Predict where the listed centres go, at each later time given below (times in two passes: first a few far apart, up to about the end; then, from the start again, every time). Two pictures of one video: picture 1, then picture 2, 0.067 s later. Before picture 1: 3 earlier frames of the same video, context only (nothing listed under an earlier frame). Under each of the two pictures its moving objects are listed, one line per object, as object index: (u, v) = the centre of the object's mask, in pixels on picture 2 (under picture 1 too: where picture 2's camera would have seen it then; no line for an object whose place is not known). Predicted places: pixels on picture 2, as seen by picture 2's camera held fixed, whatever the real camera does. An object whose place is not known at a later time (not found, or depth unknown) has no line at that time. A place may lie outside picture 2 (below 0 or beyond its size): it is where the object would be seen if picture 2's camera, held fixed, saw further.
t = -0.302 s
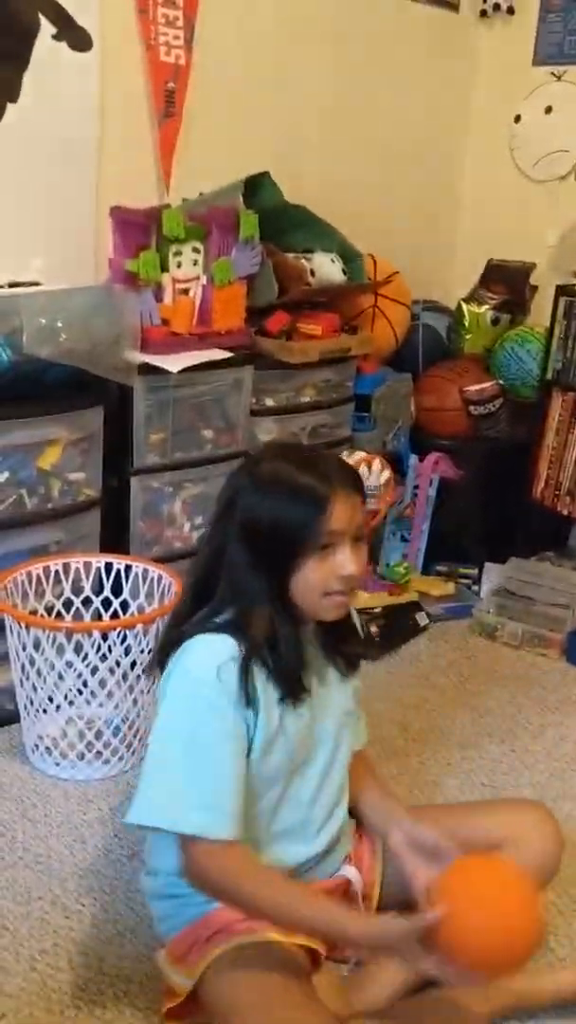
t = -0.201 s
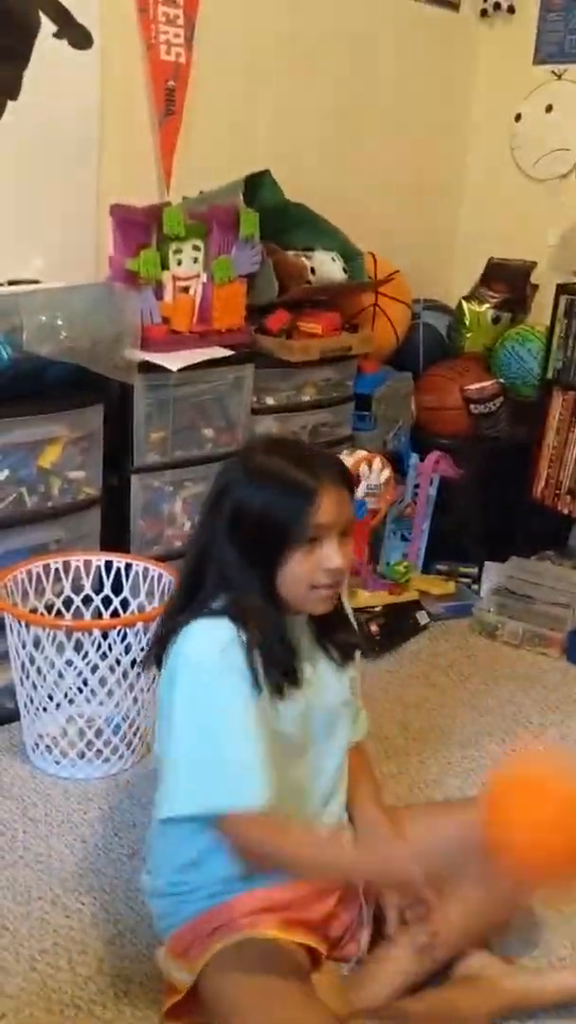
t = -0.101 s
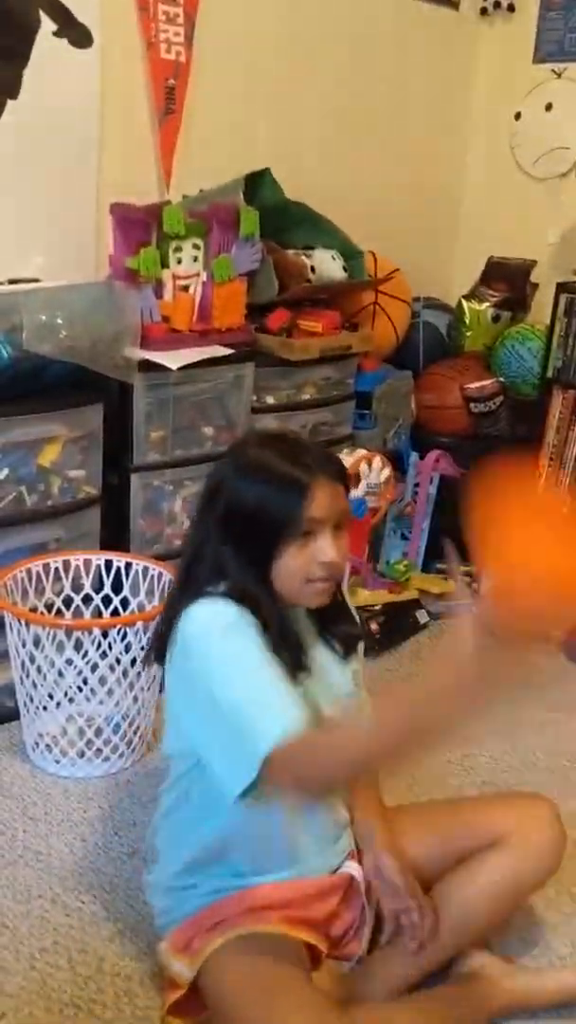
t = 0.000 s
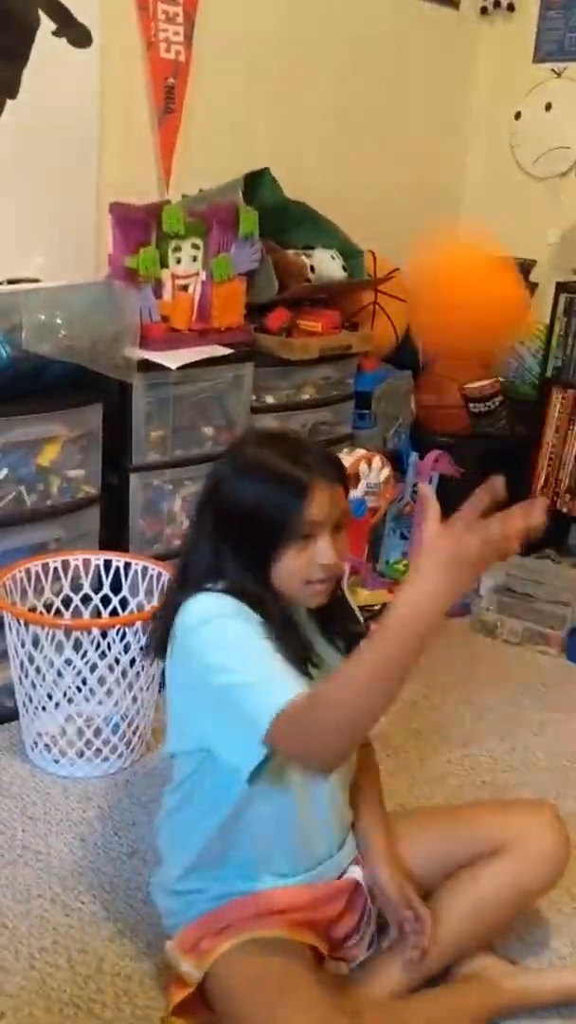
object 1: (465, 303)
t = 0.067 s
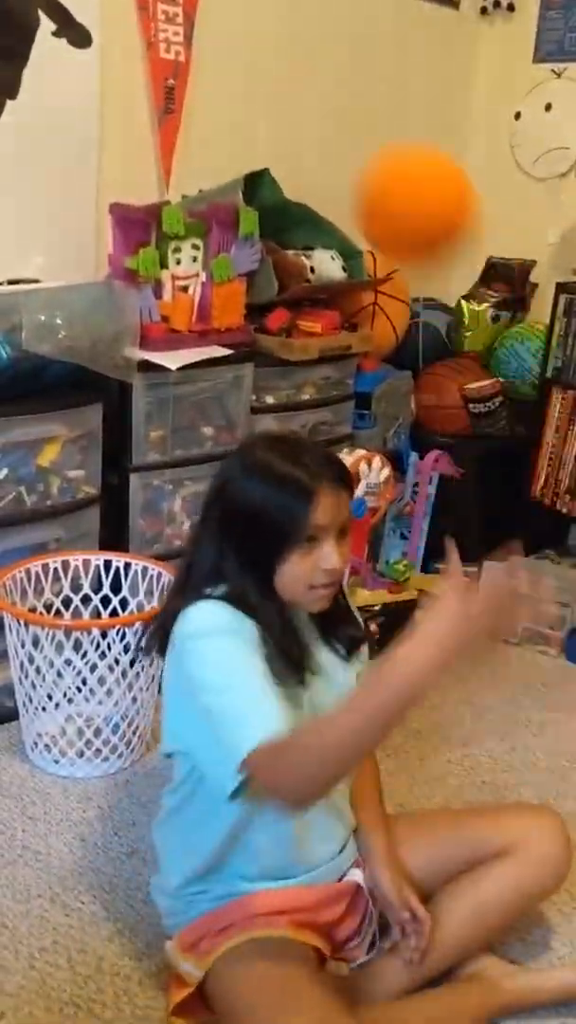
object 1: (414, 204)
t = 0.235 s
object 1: (300, 186)
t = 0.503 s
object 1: (168, 507)
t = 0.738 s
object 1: (267, 405)
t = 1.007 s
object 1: (423, 561)
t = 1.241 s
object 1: (499, 548)
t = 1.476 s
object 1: (538, 588)
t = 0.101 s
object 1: (390, 178)
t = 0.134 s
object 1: (366, 172)
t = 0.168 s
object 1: (345, 162)
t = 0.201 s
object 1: (322, 168)
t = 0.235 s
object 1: (300, 186)
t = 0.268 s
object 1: (282, 204)
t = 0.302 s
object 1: (263, 231)
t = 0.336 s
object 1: (246, 269)
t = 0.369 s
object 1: (229, 310)
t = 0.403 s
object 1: (213, 356)
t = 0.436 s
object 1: (197, 405)
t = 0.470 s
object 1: (182, 449)
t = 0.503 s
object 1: (168, 507)
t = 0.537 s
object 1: (165, 523)
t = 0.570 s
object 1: (178, 490)
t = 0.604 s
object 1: (192, 454)
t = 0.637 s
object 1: (206, 426)
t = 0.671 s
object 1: (223, 413)
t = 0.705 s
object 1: (244, 407)
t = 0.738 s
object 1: (267, 405)
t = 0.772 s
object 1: (290, 407)
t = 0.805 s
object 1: (311, 414)
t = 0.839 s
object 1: (332, 424)
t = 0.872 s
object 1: (352, 437)
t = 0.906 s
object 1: (376, 459)
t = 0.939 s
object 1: (399, 495)
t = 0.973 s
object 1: (406, 522)
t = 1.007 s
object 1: (423, 561)
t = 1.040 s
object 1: (436, 596)
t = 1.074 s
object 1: (449, 641)
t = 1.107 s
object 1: (459, 628)
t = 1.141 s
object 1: (470, 598)
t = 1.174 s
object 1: (480, 575)
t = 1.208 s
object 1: (490, 558)
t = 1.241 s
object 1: (499, 548)
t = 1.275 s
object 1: (507, 542)
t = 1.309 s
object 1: (514, 539)
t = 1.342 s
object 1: (520, 541)
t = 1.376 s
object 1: (525, 547)
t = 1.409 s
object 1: (530, 556)
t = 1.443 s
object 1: (534, 572)
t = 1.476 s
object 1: (538, 588)
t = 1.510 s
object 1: (538, 587)
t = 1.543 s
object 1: (535, 584)
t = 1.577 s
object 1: (533, 585)
